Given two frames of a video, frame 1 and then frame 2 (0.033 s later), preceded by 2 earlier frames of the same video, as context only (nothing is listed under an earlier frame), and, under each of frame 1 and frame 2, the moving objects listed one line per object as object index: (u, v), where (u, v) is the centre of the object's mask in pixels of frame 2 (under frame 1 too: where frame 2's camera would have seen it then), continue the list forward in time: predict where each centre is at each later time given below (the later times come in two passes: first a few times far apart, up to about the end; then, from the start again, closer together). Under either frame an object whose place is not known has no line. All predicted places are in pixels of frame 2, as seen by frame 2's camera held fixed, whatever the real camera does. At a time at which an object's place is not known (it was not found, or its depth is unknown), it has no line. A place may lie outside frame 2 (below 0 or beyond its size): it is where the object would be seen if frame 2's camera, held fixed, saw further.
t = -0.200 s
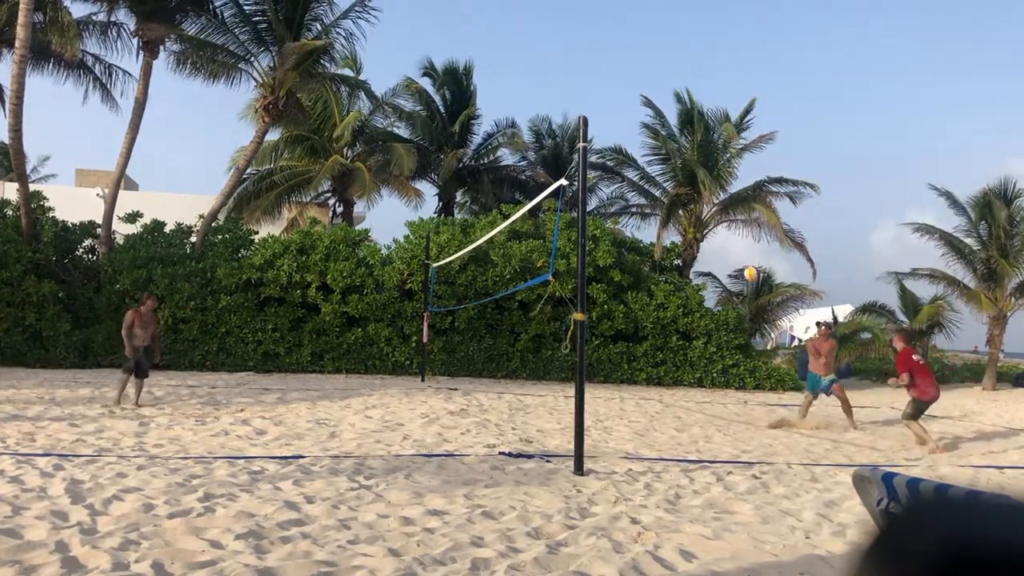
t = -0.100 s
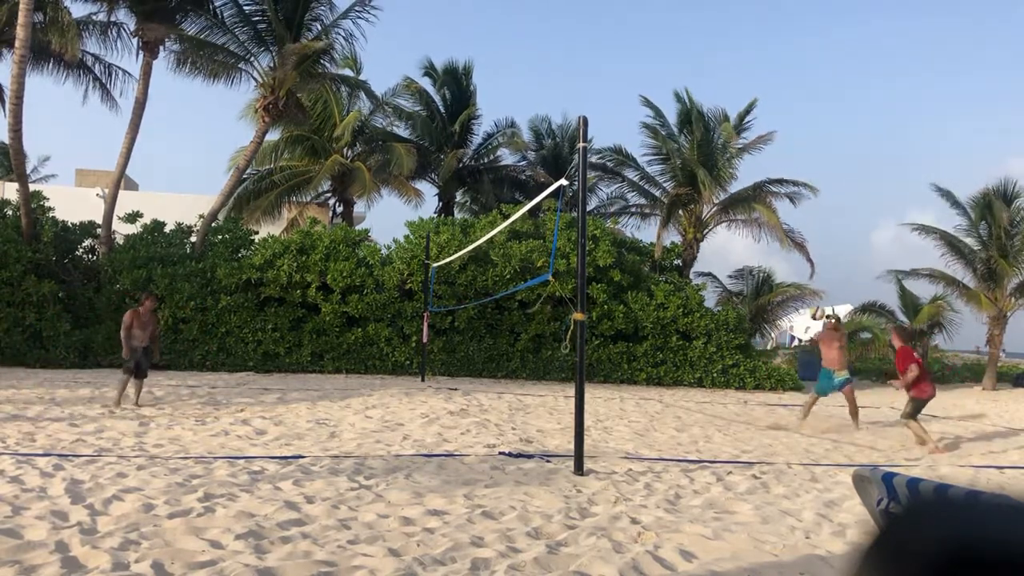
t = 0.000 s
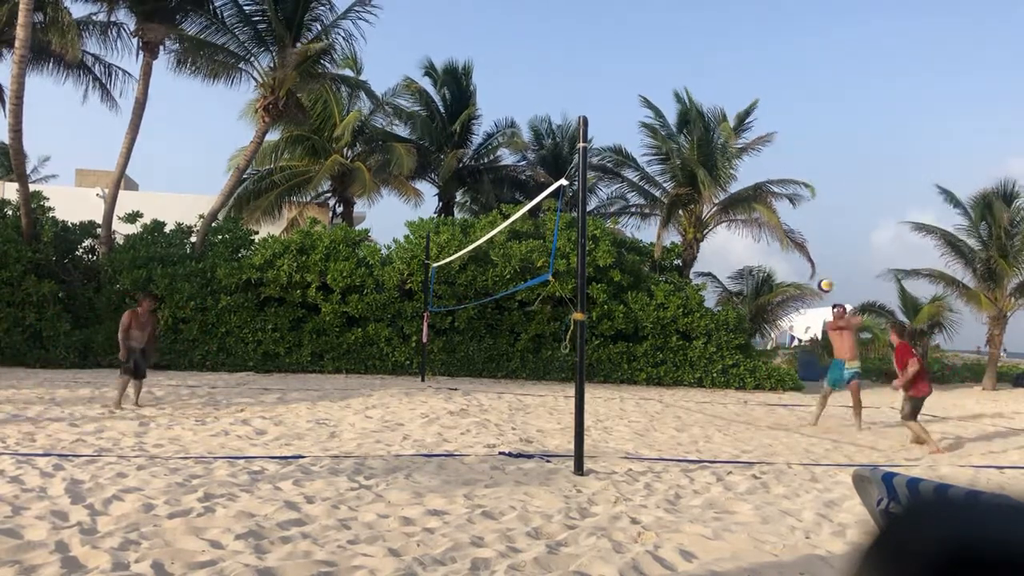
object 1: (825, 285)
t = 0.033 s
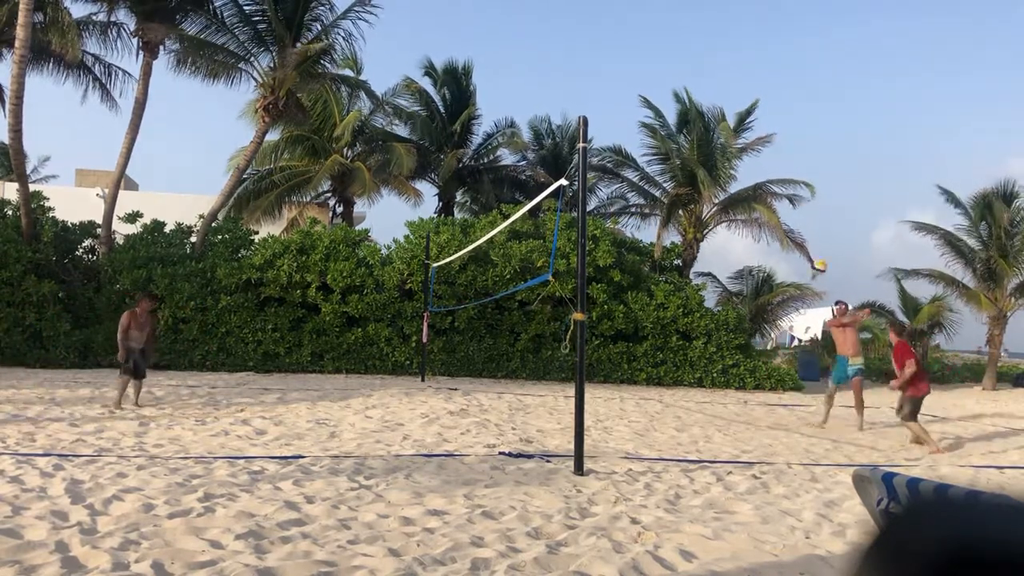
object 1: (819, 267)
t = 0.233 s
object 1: (784, 171)
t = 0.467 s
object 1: (742, 95)
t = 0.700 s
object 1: (698, 54)
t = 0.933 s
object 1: (654, 52)
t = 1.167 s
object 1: (606, 86)
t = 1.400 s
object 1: (558, 160)
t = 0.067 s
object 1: (812, 250)
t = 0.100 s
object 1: (806, 233)
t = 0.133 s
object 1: (800, 216)
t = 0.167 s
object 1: (795, 201)
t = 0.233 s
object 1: (784, 171)
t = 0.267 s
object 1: (777, 158)
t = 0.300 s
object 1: (771, 144)
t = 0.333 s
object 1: (765, 133)
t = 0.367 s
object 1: (760, 123)
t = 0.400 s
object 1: (754, 113)
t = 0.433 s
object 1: (749, 103)
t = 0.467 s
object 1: (742, 95)
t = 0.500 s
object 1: (736, 87)
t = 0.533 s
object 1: (729, 80)
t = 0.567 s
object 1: (723, 74)
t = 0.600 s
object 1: (717, 68)
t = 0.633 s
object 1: (711, 62)
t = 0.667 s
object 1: (705, 58)
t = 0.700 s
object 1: (698, 54)
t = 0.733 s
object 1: (692, 52)
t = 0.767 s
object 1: (685, 50)
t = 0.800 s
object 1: (679, 49)
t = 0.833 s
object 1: (673, 49)
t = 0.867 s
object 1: (667, 49)
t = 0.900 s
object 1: (660, 50)
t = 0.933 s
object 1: (654, 52)
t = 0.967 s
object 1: (647, 54)
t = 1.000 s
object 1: (640, 59)
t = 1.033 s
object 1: (633, 63)
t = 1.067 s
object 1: (626, 67)
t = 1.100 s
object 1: (620, 73)
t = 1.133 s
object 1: (613, 79)
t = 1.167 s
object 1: (606, 86)
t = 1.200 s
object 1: (599, 94)
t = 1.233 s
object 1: (592, 104)
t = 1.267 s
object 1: (587, 112)
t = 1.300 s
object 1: (574, 121)
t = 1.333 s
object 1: (572, 134)
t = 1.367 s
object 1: (566, 147)
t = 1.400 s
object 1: (558, 160)
